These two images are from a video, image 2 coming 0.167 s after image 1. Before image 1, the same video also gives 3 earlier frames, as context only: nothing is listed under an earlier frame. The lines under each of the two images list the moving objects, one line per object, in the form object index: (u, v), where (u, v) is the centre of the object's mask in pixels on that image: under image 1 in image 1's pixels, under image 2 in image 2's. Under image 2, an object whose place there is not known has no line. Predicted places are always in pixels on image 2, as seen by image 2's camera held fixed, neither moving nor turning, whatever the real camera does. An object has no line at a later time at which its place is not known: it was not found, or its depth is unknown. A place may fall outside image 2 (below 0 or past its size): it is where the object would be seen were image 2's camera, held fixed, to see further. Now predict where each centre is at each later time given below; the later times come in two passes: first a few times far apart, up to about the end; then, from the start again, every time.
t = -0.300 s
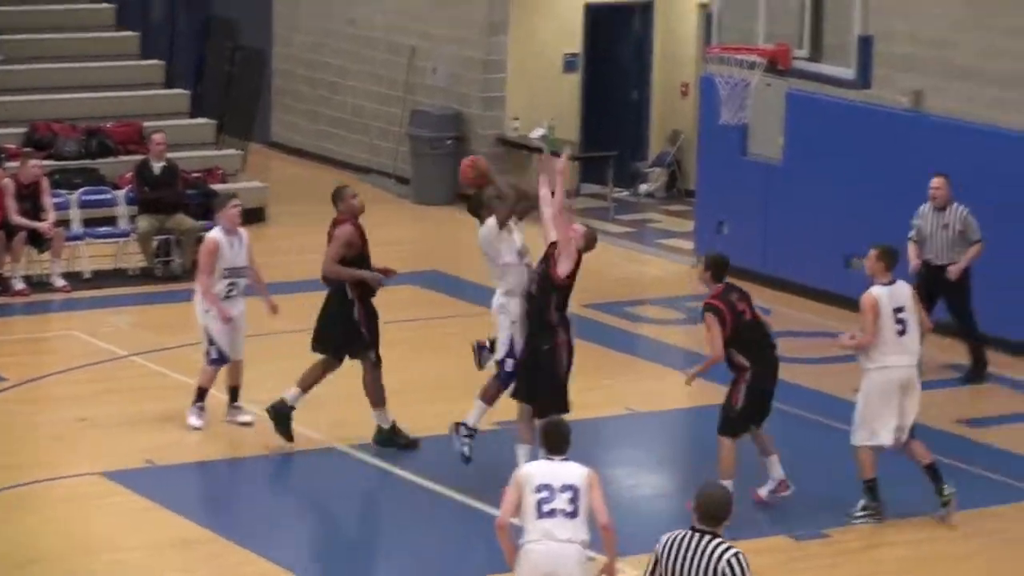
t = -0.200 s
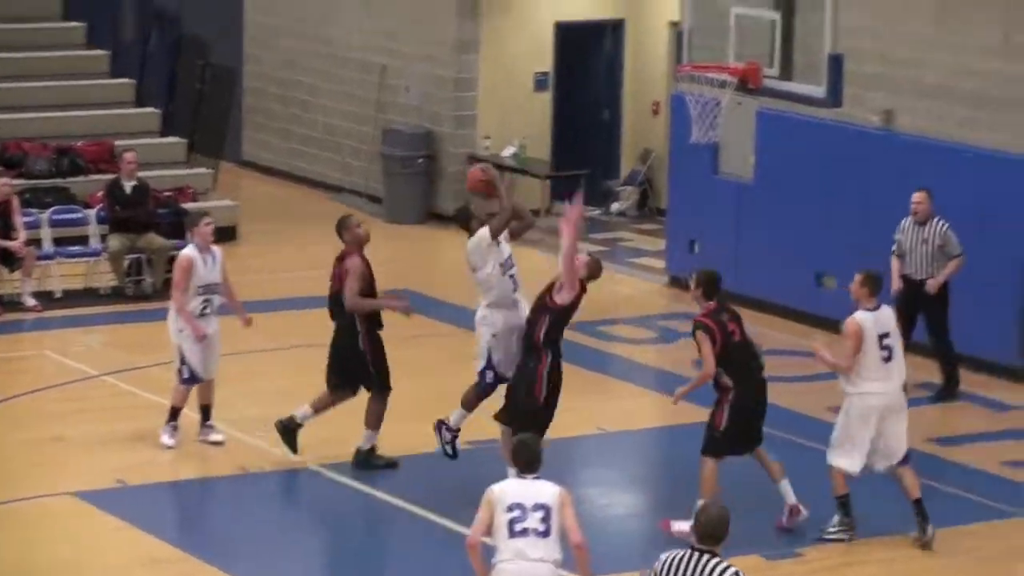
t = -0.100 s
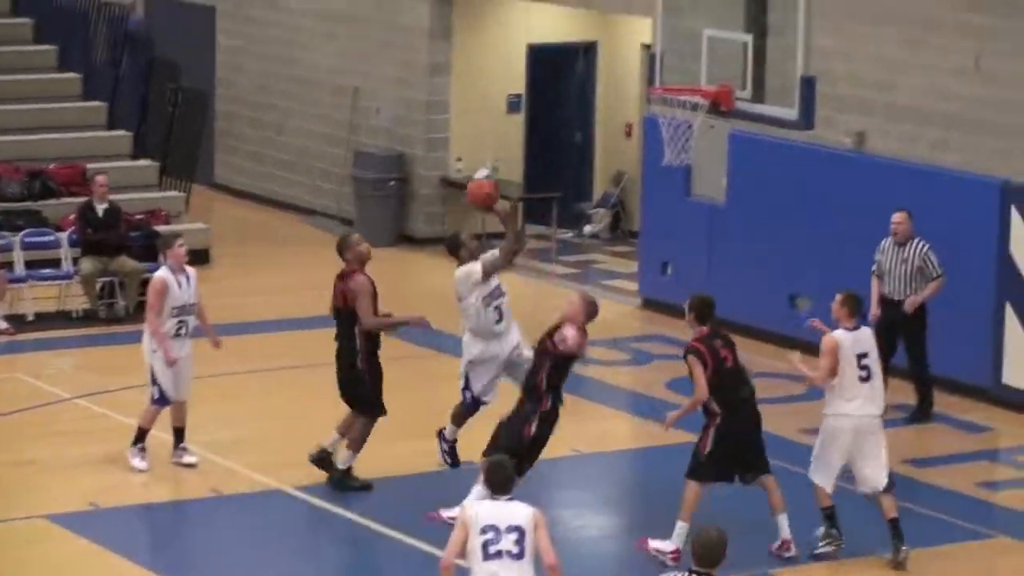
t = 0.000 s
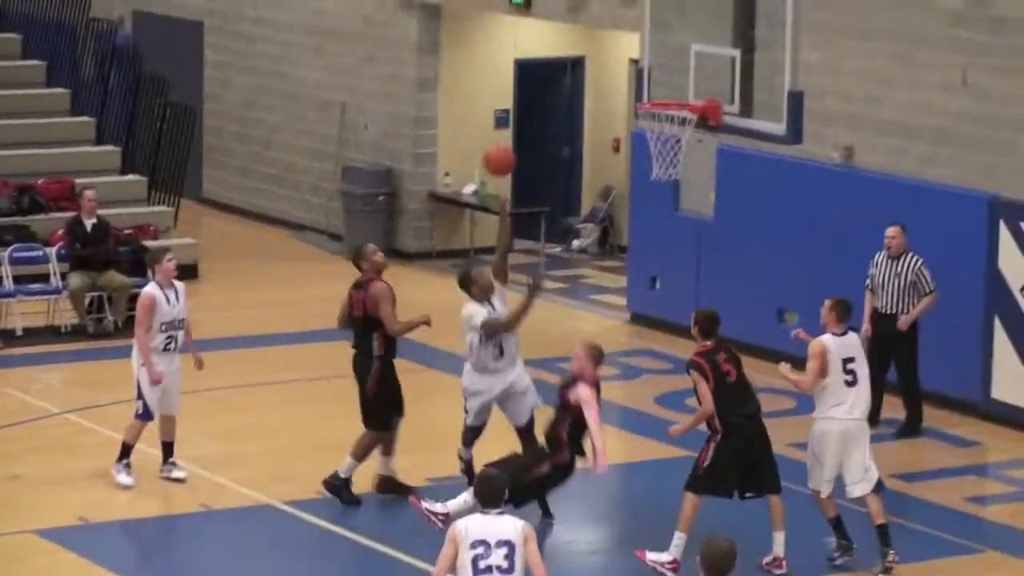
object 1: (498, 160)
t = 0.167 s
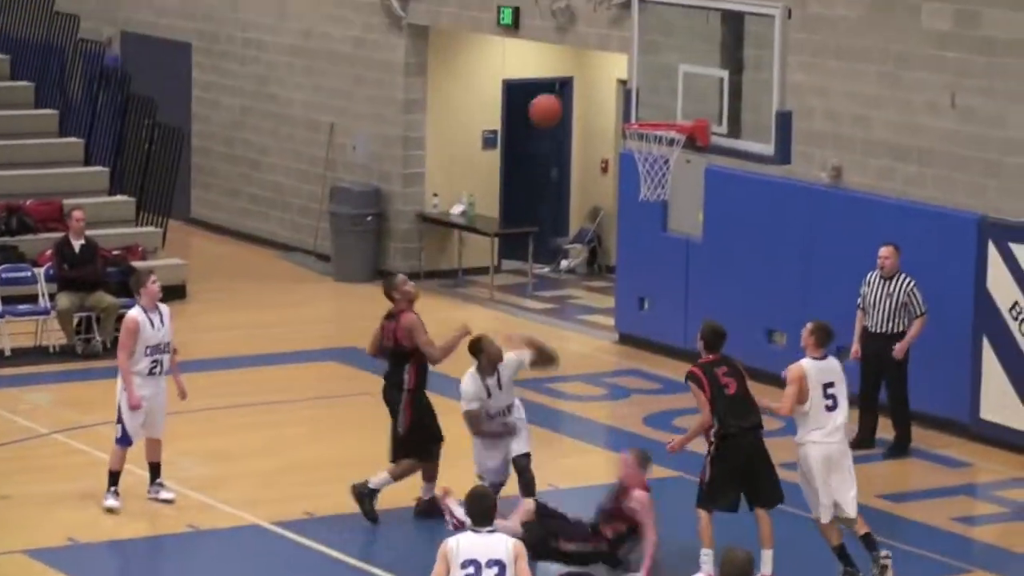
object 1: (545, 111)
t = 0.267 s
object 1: (580, 87)
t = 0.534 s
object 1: (671, 91)
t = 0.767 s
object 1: (683, 101)
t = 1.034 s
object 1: (654, 117)
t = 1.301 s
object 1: (630, 182)
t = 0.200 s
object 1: (556, 102)
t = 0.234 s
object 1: (568, 93)
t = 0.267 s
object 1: (580, 87)
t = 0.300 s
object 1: (591, 82)
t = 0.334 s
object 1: (603, 79)
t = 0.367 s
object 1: (614, 77)
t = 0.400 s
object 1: (626, 77)
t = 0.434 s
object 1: (638, 78)
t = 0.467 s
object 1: (648, 81)
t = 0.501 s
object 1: (658, 85)
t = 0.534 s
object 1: (671, 91)
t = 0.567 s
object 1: (681, 98)
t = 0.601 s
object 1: (693, 108)
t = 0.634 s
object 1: (696, 108)
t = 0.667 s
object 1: (693, 104)
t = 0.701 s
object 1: (690, 102)
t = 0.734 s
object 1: (686, 101)
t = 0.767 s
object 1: (683, 101)
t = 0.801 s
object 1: (680, 104)
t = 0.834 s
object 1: (677, 107)
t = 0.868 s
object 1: (673, 111)
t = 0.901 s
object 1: (671, 114)
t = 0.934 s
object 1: (666, 114)
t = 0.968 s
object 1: (660, 115)
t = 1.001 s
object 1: (657, 116)
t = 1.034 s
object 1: (654, 117)
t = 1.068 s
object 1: (649, 129)
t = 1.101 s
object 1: (642, 140)
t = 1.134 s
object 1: (639, 144)
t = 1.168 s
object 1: (635, 153)
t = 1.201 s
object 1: (633, 162)
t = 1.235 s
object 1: (632, 167)
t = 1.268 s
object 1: (631, 173)
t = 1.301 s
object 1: (630, 182)
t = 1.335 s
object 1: (631, 190)
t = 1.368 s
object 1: (631, 200)
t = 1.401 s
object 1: (631, 212)
